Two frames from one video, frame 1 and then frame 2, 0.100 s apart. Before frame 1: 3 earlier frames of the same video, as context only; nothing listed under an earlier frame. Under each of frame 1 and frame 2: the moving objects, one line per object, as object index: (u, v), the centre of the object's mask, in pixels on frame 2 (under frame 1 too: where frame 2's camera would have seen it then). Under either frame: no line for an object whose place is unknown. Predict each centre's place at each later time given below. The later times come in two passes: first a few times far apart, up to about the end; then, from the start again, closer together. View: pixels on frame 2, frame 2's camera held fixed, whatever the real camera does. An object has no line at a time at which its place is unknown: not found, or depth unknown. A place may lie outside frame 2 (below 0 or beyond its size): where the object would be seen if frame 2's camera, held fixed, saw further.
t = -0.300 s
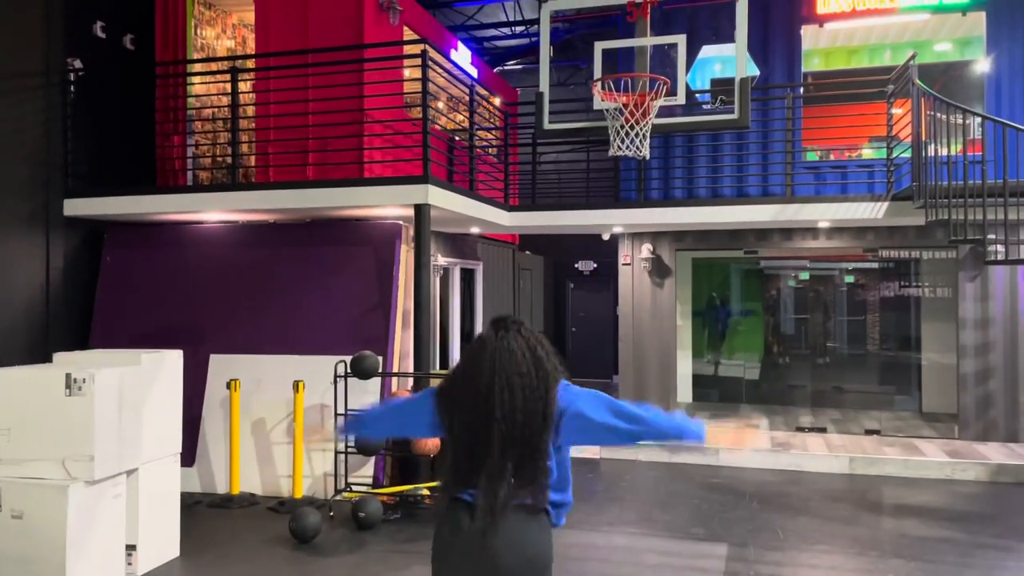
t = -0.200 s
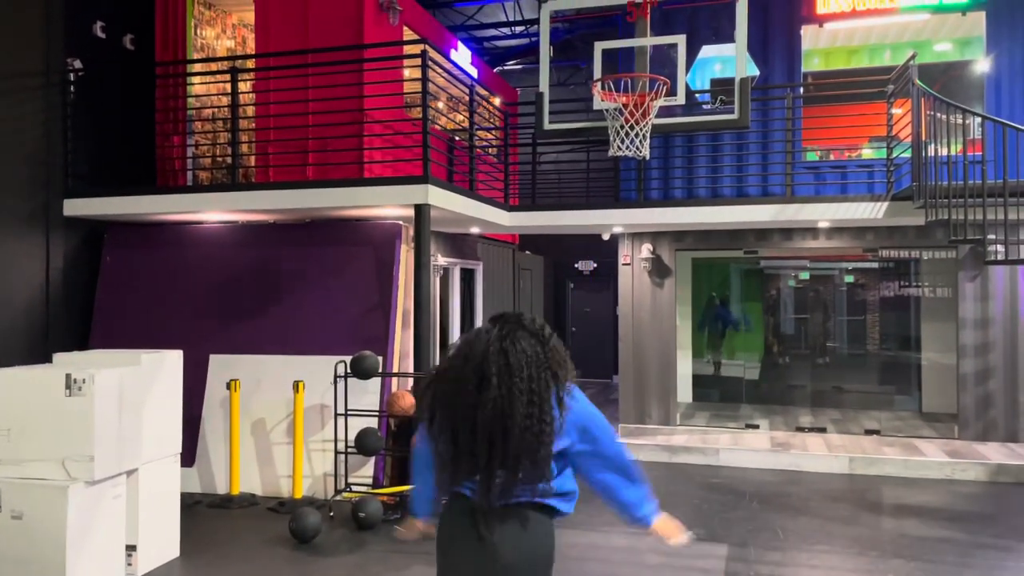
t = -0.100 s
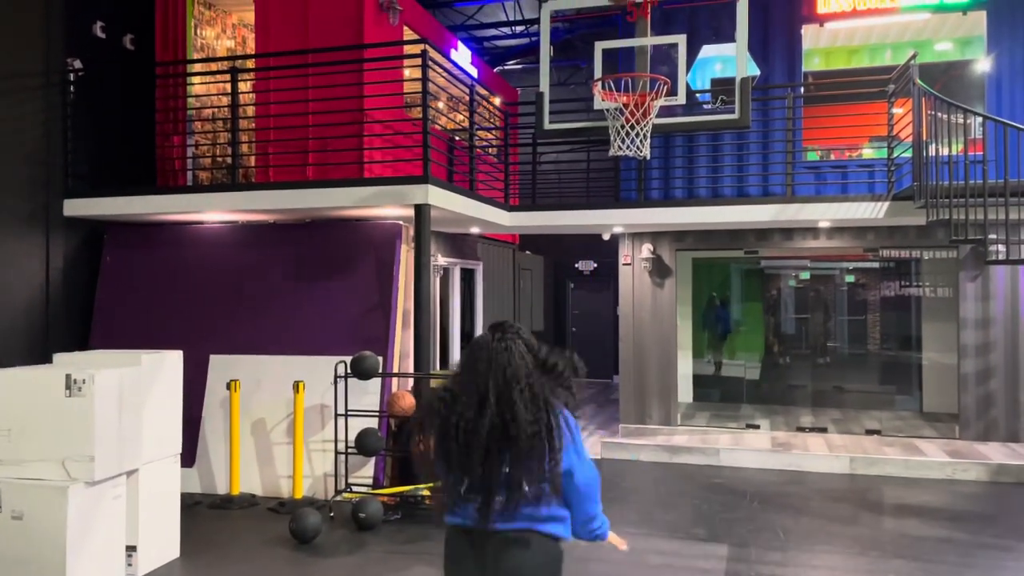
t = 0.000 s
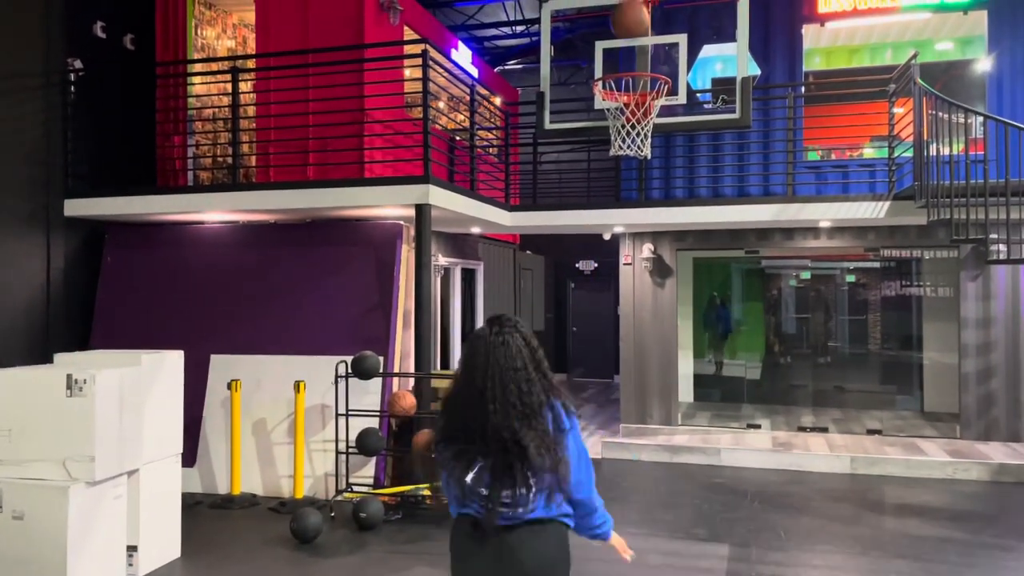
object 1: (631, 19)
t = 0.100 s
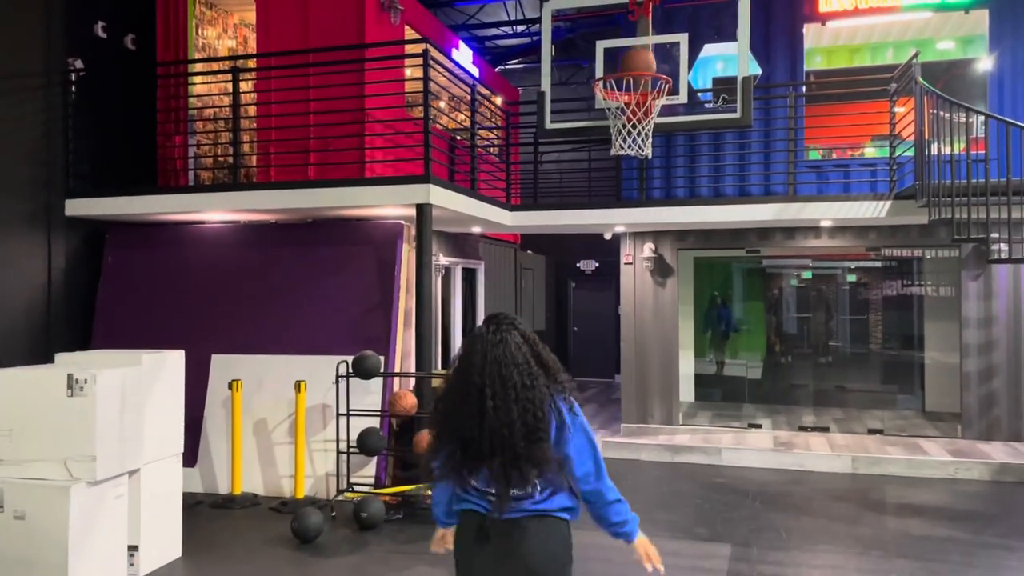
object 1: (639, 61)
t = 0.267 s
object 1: (629, 56)
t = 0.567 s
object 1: (615, 38)
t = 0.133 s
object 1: (637, 65)
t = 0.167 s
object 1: (635, 63)
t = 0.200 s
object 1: (632, 61)
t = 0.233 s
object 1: (632, 57)
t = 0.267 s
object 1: (629, 56)
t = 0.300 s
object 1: (626, 55)
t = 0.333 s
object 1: (625, 55)
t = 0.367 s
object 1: (623, 49)
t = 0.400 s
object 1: (622, 42)
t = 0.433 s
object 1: (621, 37)
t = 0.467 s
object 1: (619, 35)
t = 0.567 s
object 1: (615, 38)
